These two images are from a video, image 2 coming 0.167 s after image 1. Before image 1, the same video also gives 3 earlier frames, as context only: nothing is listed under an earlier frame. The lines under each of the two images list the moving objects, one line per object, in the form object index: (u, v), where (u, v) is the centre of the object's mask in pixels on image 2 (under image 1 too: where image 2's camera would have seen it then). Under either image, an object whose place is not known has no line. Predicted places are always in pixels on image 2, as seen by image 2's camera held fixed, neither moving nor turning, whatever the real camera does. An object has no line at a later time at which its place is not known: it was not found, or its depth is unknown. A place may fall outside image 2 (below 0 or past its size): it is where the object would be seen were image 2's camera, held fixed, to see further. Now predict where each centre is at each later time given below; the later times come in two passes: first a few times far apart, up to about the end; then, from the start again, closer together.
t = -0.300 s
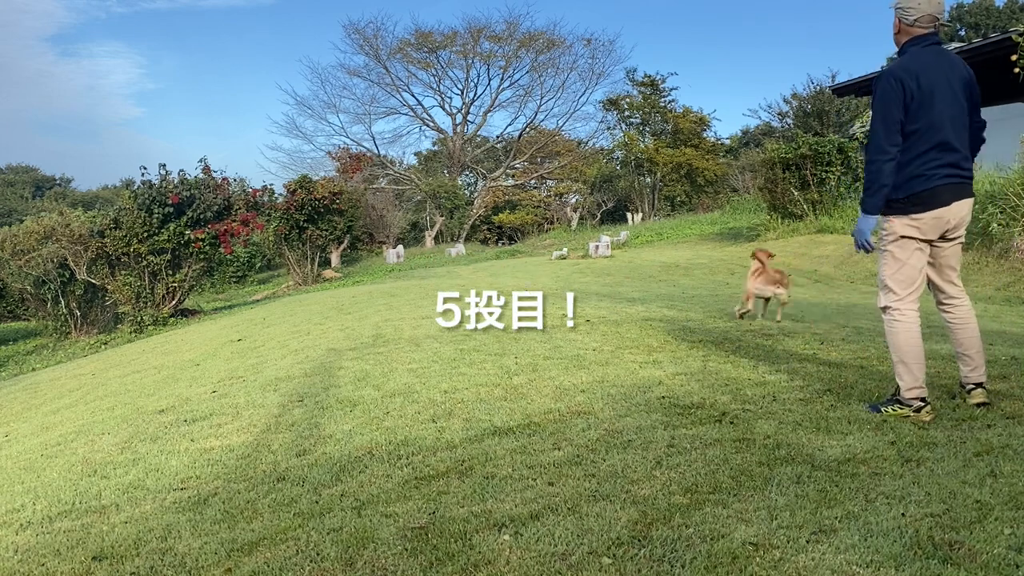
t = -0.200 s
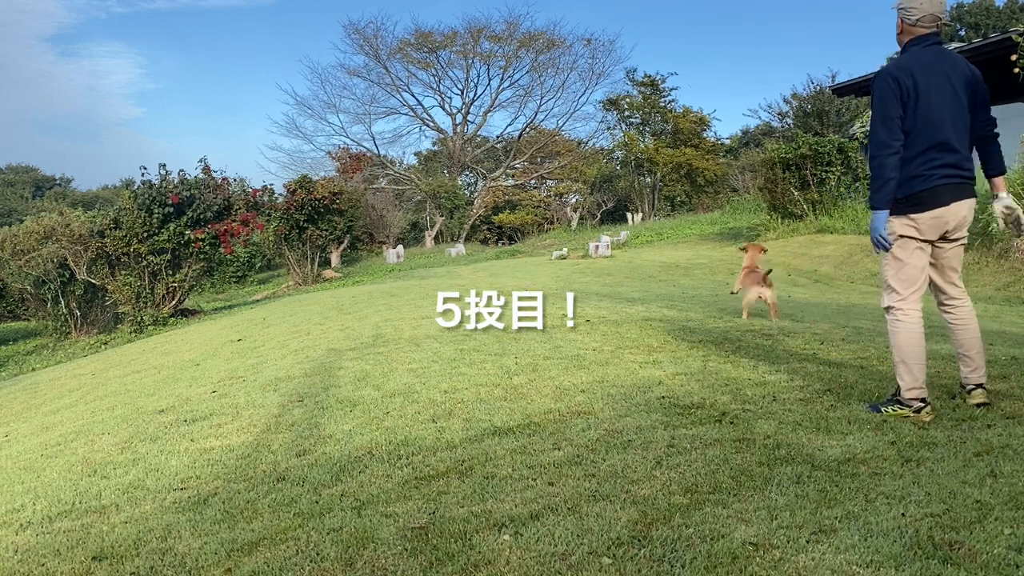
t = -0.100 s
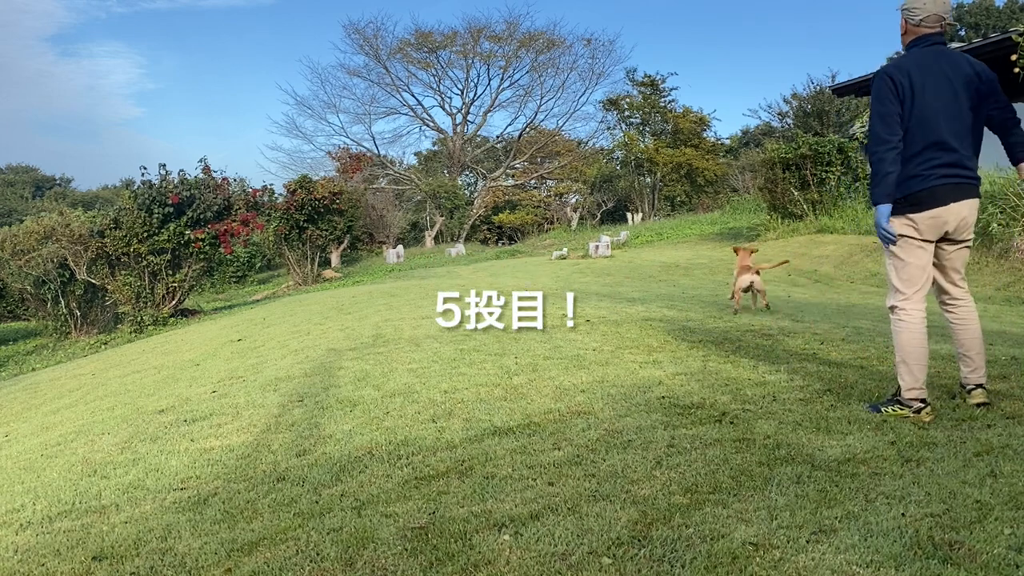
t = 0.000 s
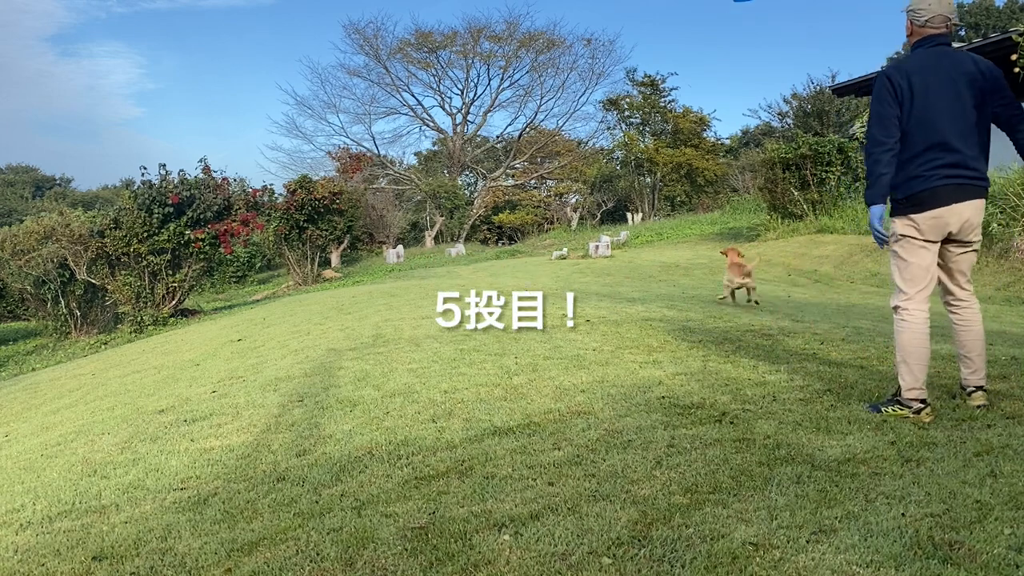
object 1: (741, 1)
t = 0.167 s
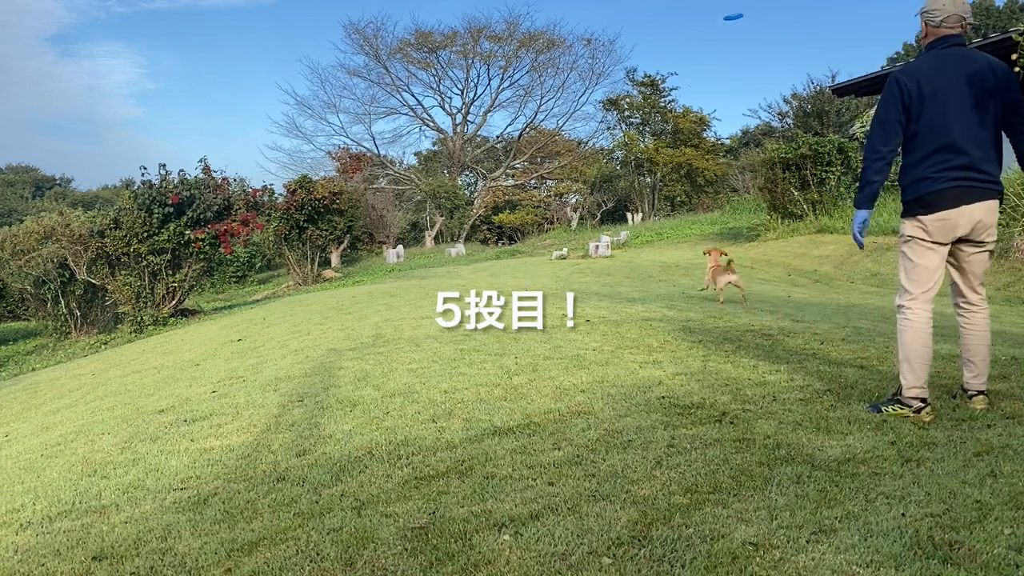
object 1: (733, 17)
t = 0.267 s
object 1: (726, 29)
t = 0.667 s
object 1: (690, 90)
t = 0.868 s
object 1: (663, 130)
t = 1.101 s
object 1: (620, 182)
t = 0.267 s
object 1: (726, 29)
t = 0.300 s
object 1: (724, 33)
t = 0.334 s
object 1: (722, 38)
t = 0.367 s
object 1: (719, 43)
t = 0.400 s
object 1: (716, 47)
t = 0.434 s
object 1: (714, 52)
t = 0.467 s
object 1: (711, 57)
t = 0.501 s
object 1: (707, 62)
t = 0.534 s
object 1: (704, 68)
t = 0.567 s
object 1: (701, 73)
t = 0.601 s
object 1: (697, 79)
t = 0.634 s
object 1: (693, 85)
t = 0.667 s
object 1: (690, 90)
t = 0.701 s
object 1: (685, 97)
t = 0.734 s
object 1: (681, 103)
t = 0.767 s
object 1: (677, 109)
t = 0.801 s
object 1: (672, 116)
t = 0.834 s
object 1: (667, 123)
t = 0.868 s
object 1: (663, 130)
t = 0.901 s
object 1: (657, 136)
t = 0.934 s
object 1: (650, 144)
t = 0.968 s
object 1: (646, 151)
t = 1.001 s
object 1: (639, 159)
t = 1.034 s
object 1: (633, 166)
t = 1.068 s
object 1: (626, 174)
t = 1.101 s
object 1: (620, 182)
